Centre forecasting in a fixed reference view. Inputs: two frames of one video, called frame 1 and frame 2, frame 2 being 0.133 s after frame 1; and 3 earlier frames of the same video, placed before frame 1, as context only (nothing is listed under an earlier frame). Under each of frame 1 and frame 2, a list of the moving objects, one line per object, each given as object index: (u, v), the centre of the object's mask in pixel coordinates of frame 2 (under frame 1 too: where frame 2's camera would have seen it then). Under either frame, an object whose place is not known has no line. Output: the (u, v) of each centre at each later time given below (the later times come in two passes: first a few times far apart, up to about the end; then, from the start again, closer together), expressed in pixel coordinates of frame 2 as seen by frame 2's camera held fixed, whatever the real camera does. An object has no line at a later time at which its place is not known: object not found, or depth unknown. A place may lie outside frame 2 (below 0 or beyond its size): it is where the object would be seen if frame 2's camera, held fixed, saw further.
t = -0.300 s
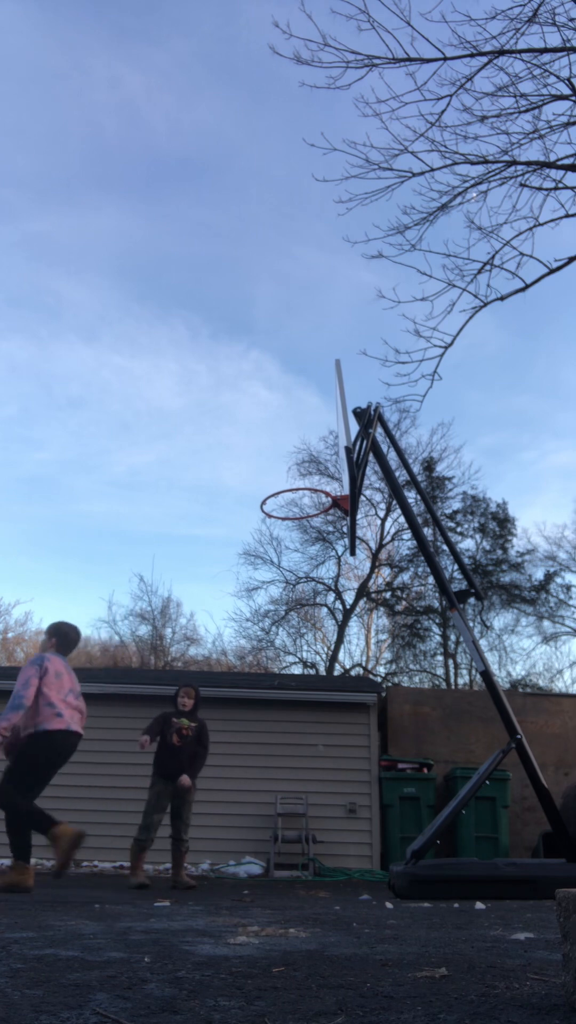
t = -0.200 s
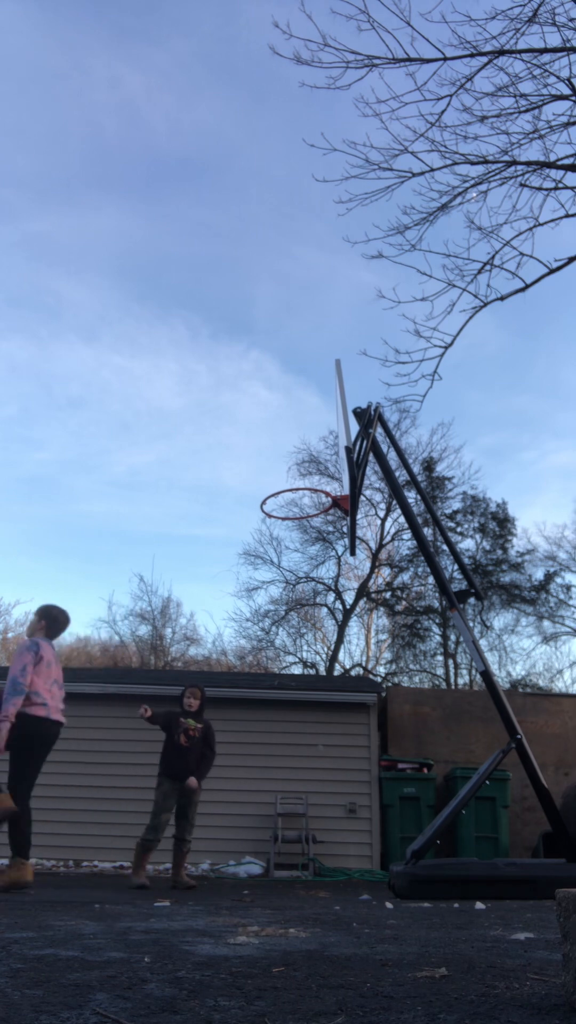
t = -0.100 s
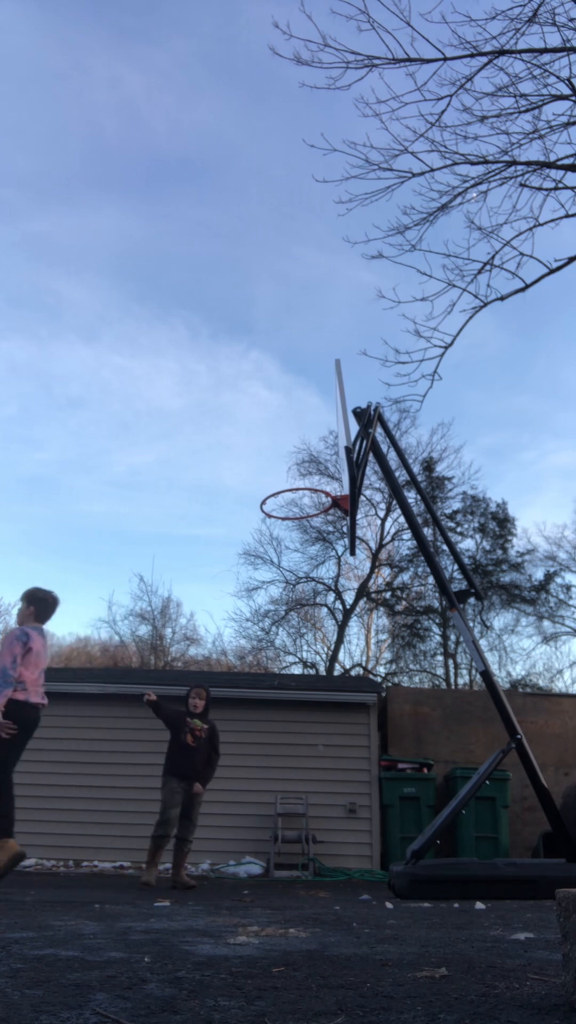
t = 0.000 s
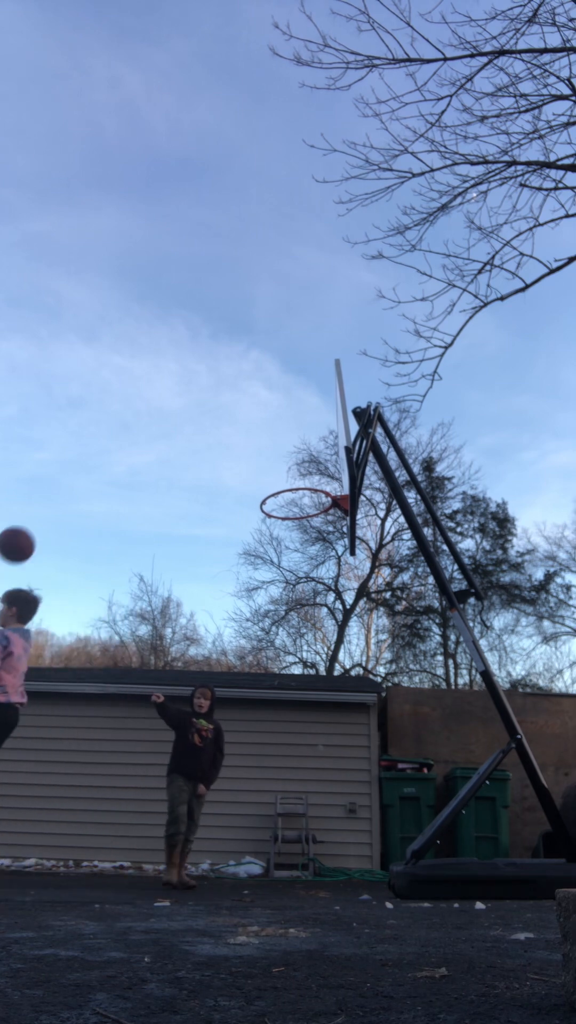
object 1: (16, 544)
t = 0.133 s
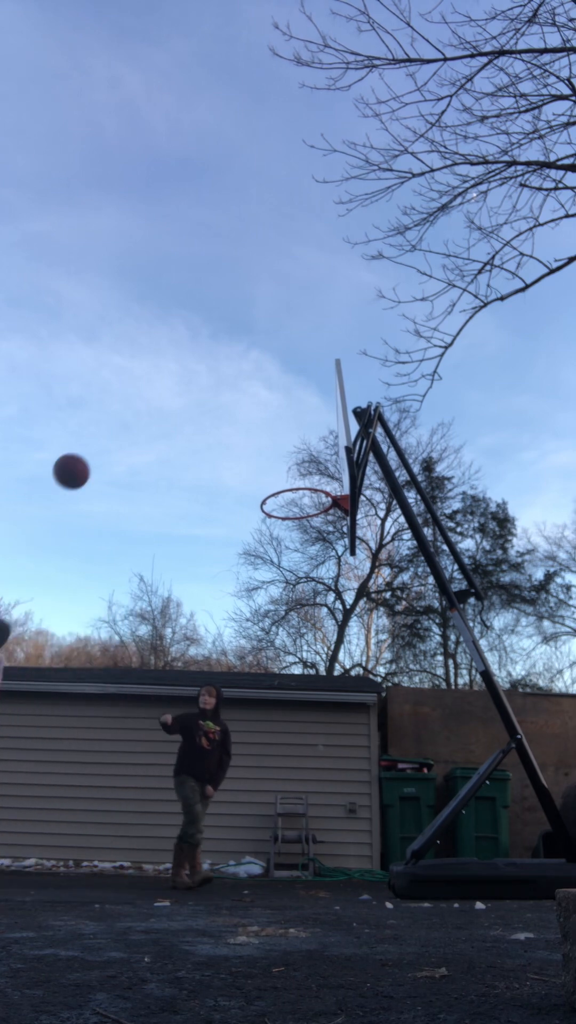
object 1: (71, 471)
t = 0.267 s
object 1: (120, 424)
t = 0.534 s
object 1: (204, 400)
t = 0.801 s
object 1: (279, 462)
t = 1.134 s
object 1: (384, 694)
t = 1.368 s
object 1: (325, 829)
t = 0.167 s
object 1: (84, 457)
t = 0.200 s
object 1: (96, 445)
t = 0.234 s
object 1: (108, 434)
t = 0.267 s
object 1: (120, 424)
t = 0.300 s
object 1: (131, 416)
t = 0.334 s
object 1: (142, 410)
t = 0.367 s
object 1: (152, 405)
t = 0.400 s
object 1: (163, 402)
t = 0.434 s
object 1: (173, 399)
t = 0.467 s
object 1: (184, 398)
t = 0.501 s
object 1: (194, 398)
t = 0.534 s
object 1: (204, 400)
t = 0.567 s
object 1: (213, 403)
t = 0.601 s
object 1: (223, 407)
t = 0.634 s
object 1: (232, 413)
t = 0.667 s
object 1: (242, 420)
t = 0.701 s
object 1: (251, 428)
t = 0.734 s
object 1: (261, 438)
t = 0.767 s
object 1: (270, 449)
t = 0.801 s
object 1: (279, 462)
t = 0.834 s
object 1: (289, 476)
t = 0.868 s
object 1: (299, 493)
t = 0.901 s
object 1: (308, 511)
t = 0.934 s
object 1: (319, 531)
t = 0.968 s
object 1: (328, 552)
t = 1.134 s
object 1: (384, 694)
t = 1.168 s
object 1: (395, 730)
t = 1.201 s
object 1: (407, 768)
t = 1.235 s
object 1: (420, 810)
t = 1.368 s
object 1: (325, 829)
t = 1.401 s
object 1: (301, 838)
